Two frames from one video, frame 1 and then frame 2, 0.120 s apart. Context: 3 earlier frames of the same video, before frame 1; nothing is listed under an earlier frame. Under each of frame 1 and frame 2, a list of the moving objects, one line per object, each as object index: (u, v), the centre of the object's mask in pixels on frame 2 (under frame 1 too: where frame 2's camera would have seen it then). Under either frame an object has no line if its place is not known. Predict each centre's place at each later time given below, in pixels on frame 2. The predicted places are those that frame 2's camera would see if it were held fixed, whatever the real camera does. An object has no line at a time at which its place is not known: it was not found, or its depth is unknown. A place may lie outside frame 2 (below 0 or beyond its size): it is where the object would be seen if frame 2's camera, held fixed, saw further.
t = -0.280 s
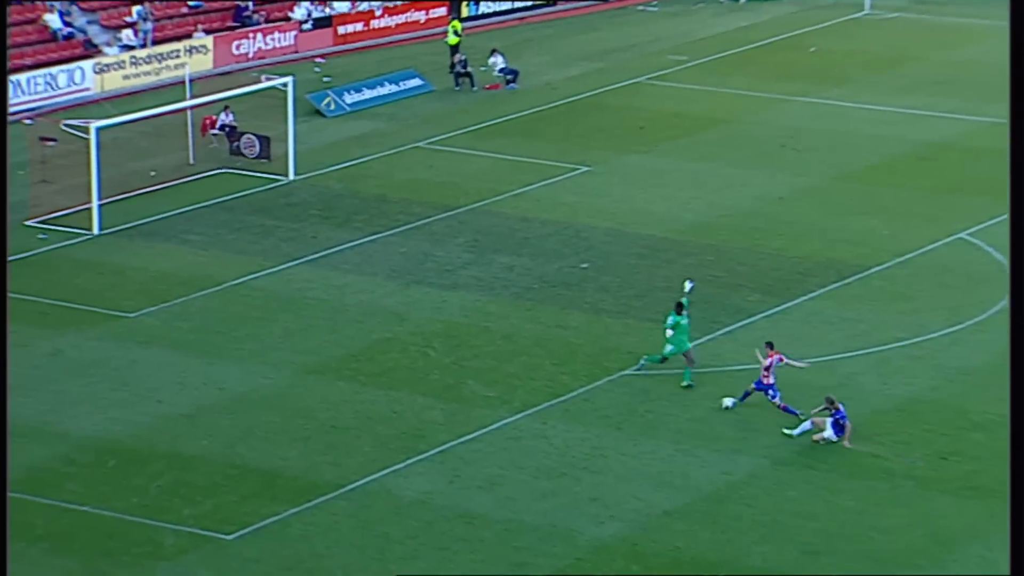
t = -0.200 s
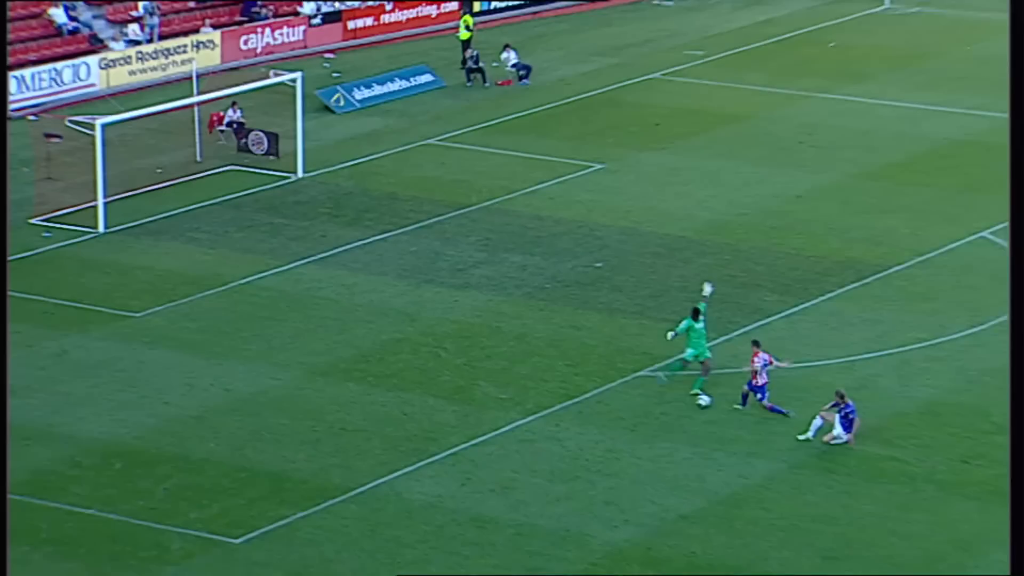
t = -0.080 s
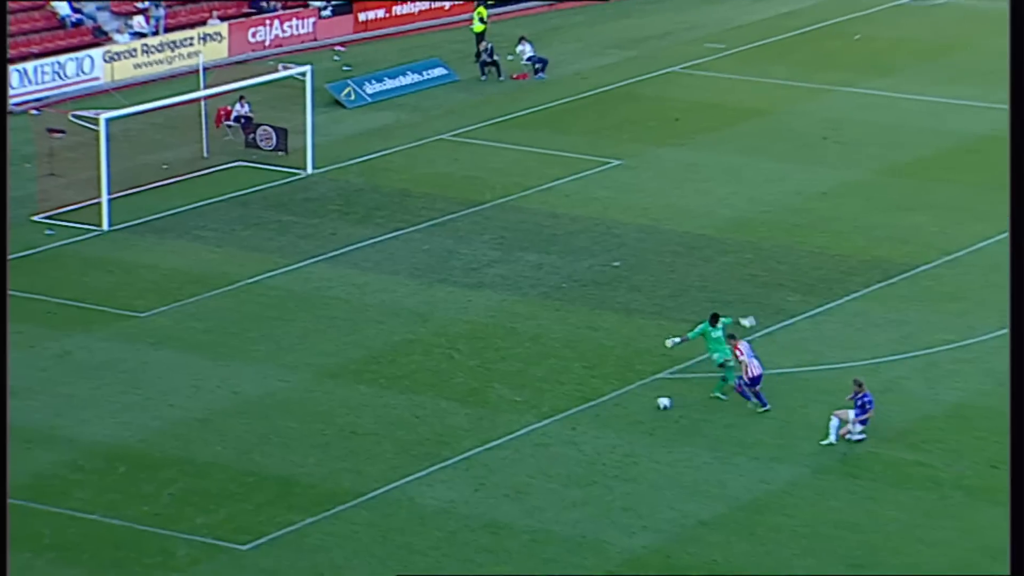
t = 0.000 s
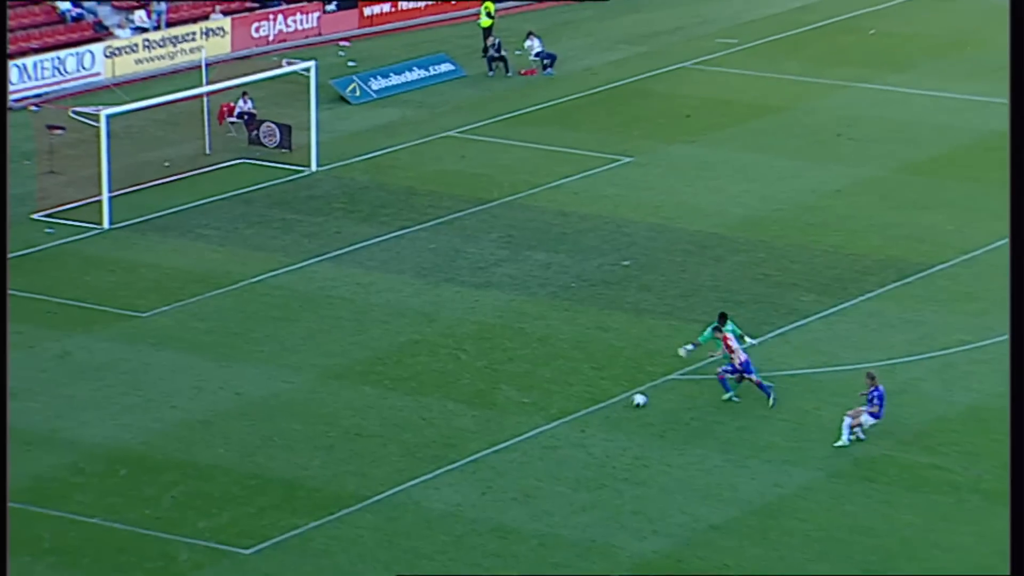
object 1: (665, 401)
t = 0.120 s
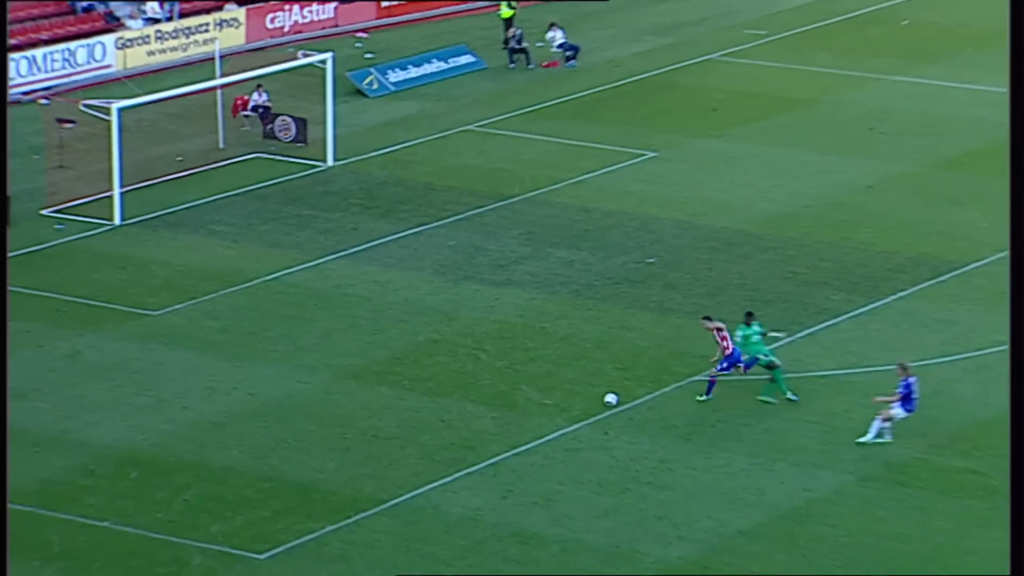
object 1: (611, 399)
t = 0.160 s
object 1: (594, 397)
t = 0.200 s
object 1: (578, 395)
